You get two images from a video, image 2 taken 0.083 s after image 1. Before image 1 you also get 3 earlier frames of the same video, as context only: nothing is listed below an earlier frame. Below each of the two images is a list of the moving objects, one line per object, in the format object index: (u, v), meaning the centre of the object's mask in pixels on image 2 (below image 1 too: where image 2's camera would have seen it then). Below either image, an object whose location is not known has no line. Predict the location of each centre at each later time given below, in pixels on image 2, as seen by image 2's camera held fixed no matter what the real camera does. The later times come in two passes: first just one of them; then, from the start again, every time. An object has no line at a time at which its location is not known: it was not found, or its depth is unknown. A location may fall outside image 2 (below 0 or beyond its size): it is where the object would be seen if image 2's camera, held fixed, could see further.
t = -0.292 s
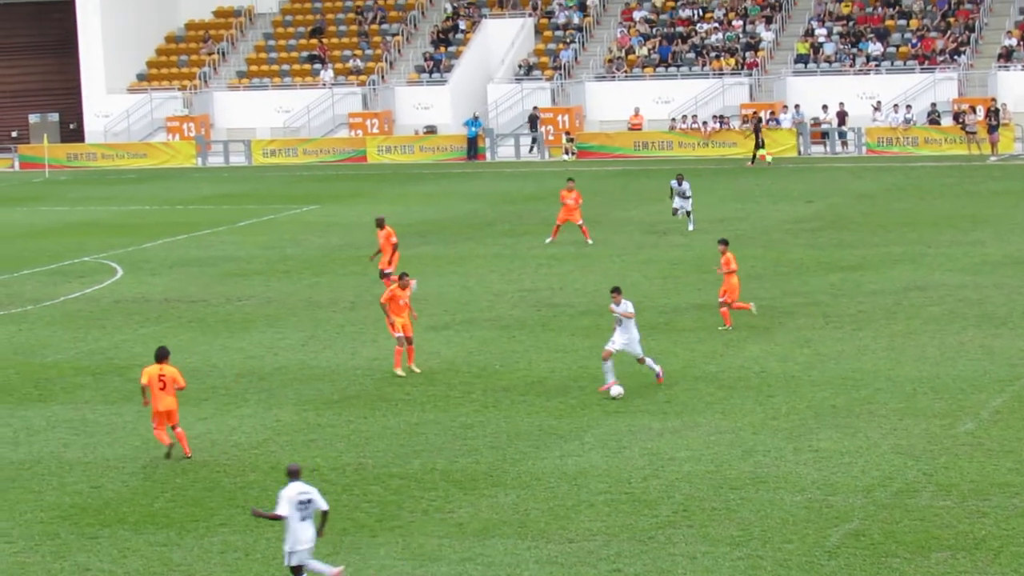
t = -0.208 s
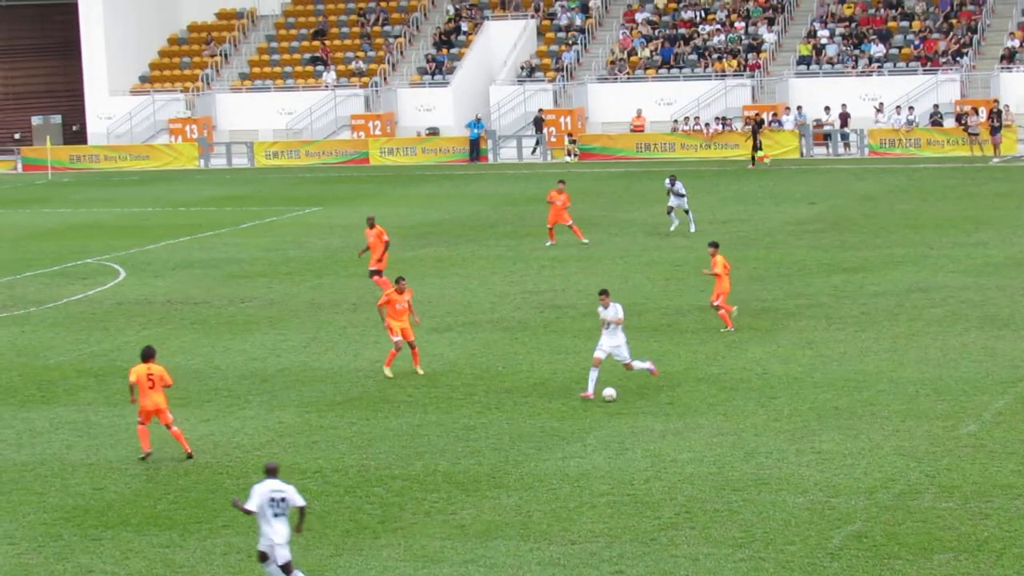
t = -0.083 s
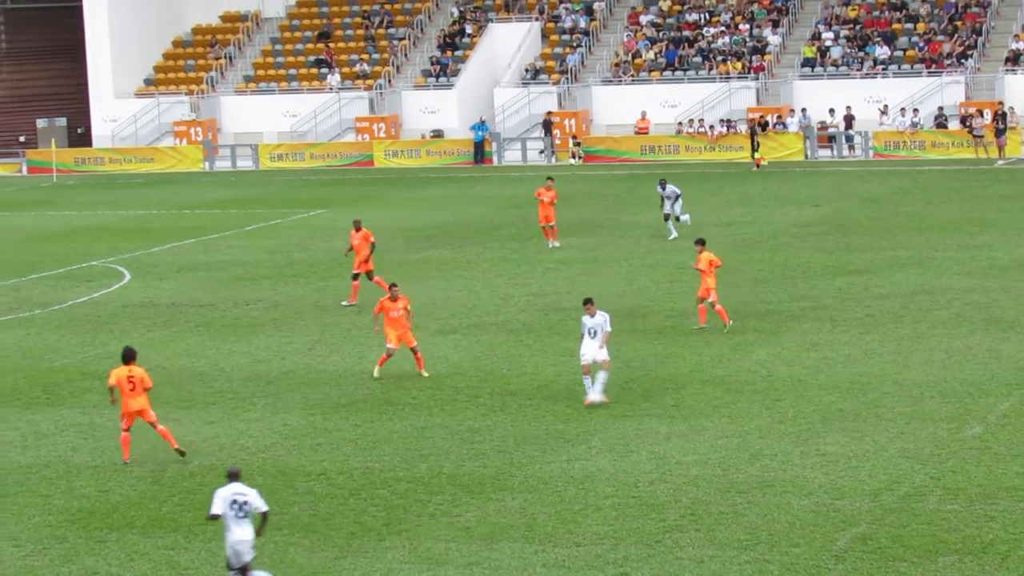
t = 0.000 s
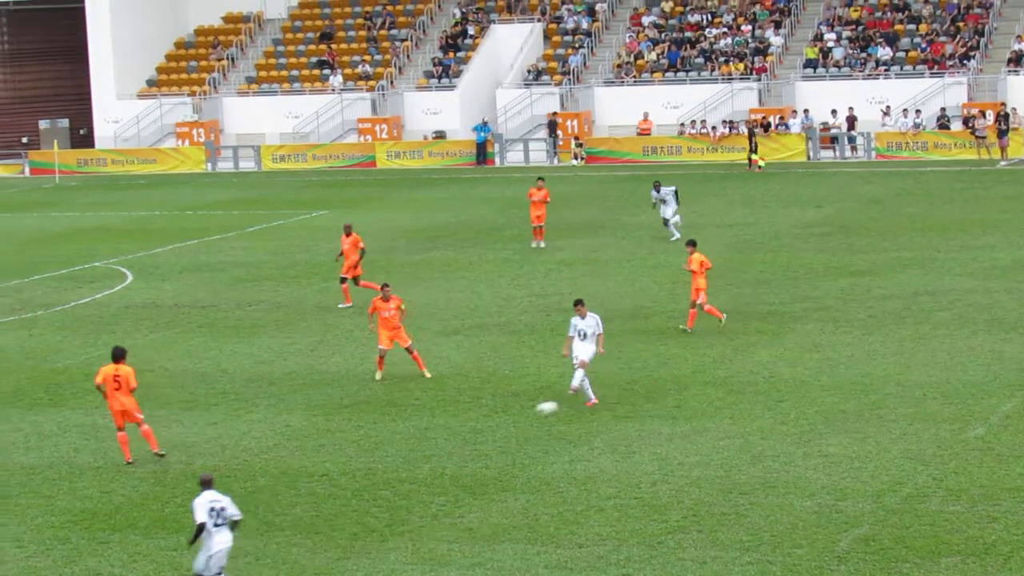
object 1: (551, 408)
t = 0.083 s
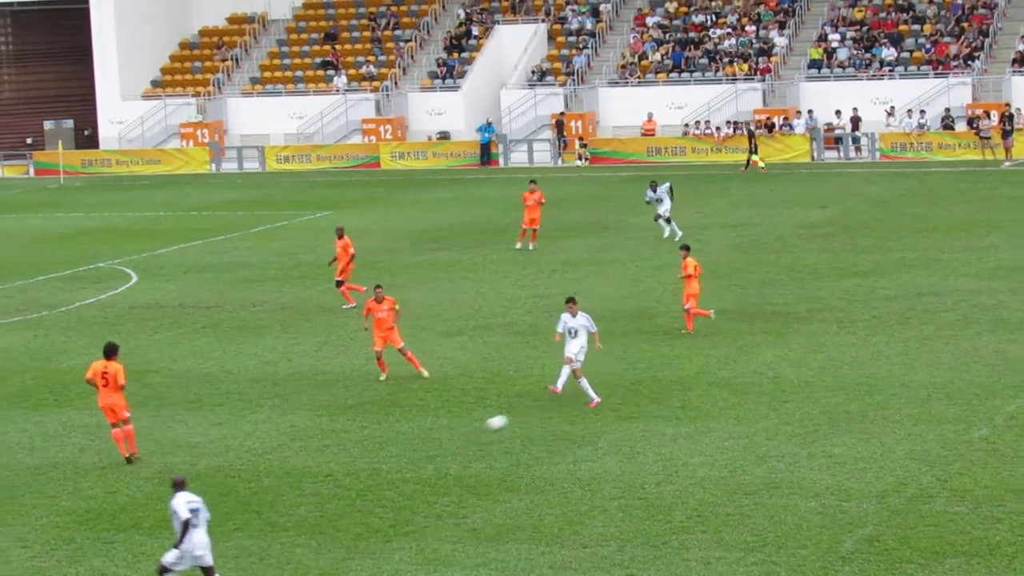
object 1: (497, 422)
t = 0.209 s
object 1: (411, 455)
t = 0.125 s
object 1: (469, 432)
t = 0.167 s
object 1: (440, 442)
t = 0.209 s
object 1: (411, 455)
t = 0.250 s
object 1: (380, 470)
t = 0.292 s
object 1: (352, 481)
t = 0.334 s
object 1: (326, 482)
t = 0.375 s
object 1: (300, 486)
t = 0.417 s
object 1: (274, 491)
